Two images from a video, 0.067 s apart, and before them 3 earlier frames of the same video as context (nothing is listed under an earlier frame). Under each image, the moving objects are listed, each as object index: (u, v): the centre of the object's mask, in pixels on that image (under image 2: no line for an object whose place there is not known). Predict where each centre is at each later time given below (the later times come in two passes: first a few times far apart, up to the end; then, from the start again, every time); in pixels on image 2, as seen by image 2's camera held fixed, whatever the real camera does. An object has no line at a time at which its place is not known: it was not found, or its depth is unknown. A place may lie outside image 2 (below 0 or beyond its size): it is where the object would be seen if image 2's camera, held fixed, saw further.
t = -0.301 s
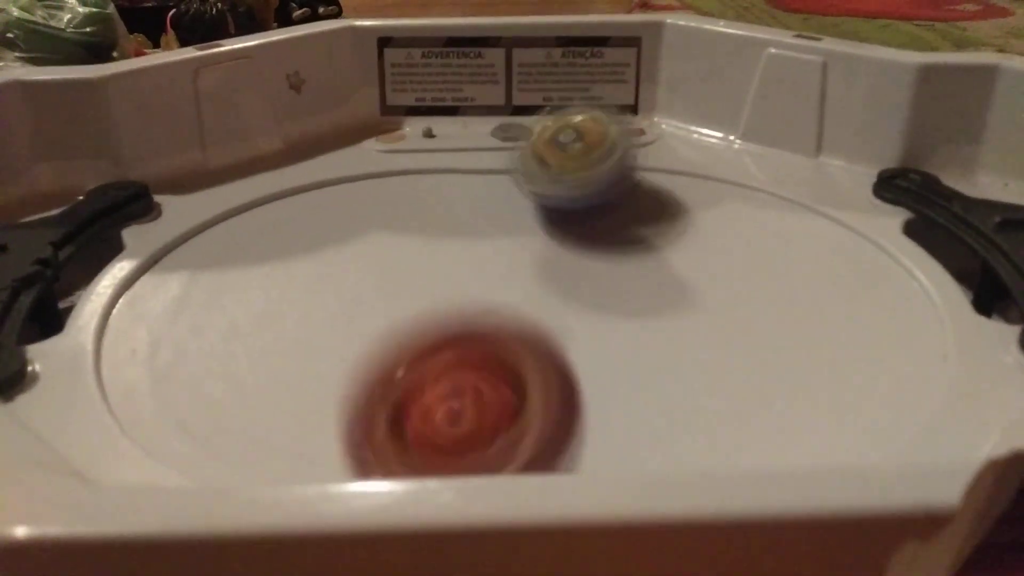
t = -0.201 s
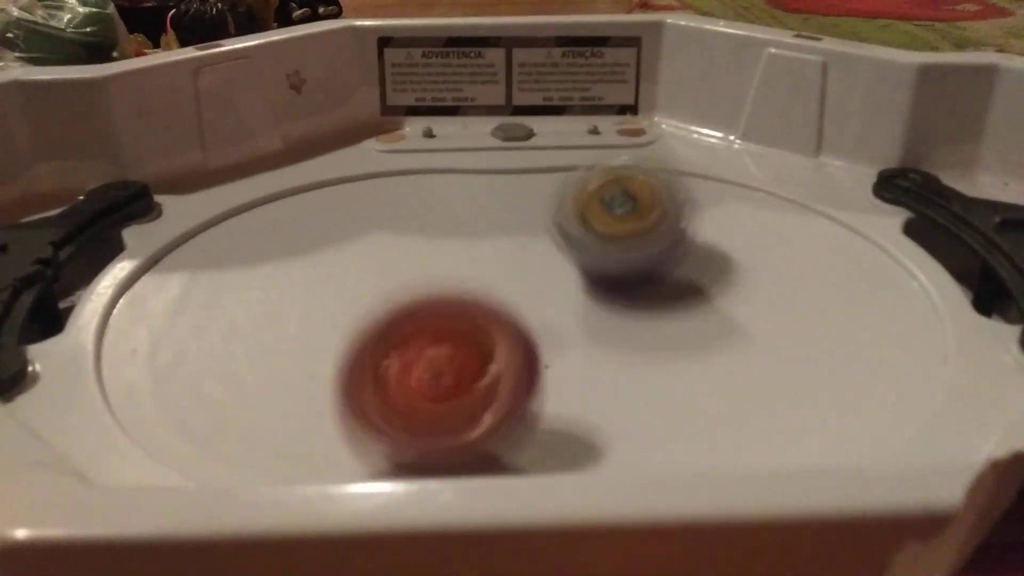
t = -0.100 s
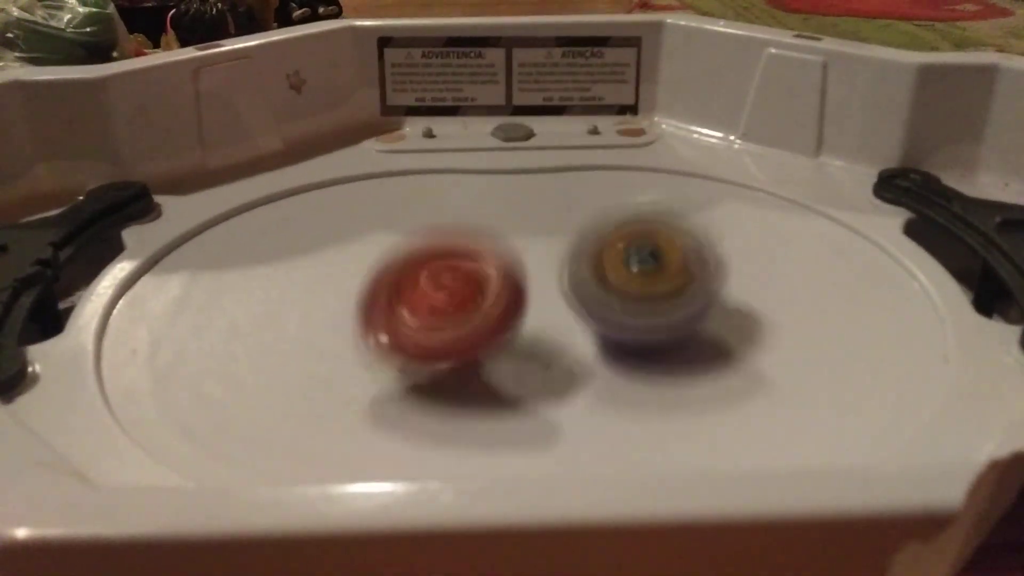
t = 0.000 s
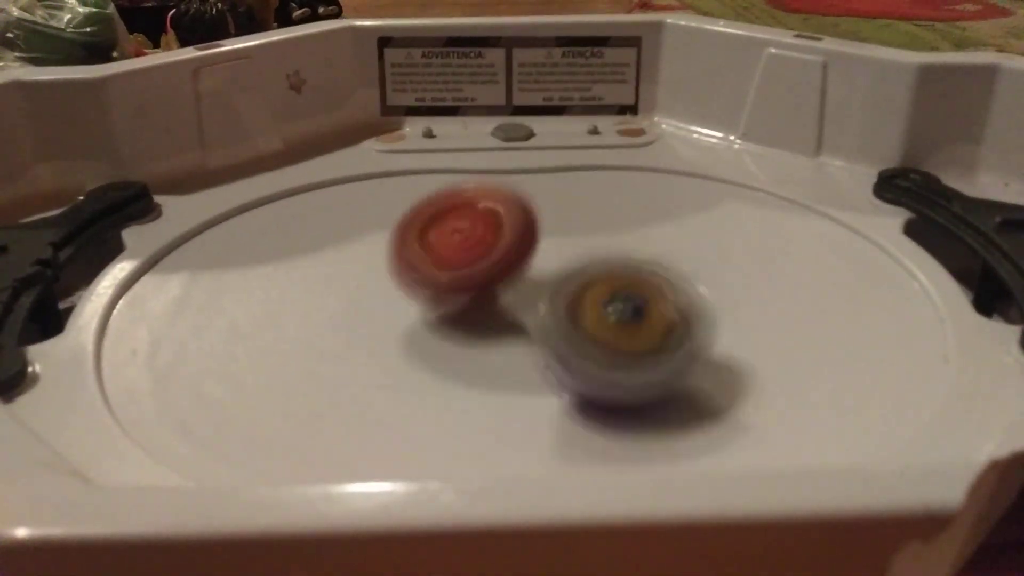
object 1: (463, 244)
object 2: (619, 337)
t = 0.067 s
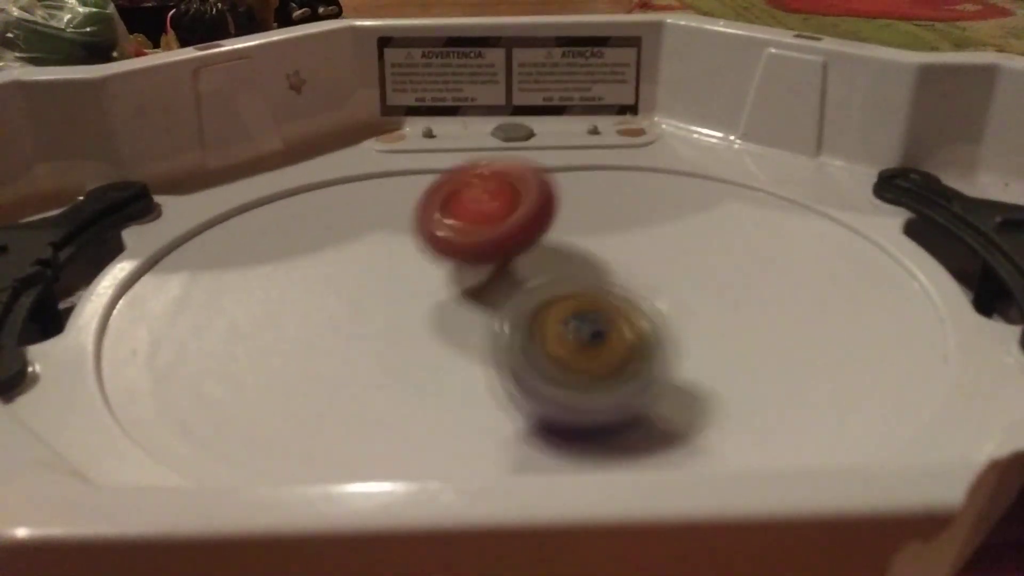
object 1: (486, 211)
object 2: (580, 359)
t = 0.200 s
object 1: (542, 208)
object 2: (461, 370)
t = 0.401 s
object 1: (723, 276)
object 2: (286, 356)
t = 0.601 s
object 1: (926, 276)
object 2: (171, 322)
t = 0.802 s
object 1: (825, 286)
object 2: (310, 282)
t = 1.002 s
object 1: (736, 335)
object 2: (539, 295)
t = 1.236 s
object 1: (818, 385)
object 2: (728, 273)
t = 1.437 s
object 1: (697, 400)
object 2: (812, 249)
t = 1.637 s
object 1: (529, 365)
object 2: (763, 207)
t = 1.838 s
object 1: (392, 284)
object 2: (676, 188)
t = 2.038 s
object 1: (315, 219)
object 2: (573, 197)
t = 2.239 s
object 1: (285, 181)
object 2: (478, 231)
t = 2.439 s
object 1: (313, 160)
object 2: (354, 263)
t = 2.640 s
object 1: (420, 160)
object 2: (259, 276)
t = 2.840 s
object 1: (541, 188)
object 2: (305, 295)
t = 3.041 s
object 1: (695, 237)
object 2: (440, 333)
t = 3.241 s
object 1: (792, 271)
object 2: (573, 357)
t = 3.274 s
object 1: (802, 277)
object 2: (592, 356)
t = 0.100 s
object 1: (498, 203)
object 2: (552, 365)
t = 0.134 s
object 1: (512, 198)
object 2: (525, 368)
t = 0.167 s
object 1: (527, 201)
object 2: (493, 371)
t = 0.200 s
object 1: (542, 208)
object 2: (461, 370)
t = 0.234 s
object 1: (561, 221)
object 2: (429, 370)
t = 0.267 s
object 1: (586, 235)
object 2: (396, 368)
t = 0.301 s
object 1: (620, 249)
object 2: (368, 364)
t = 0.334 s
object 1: (654, 262)
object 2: (341, 362)
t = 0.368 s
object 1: (686, 270)
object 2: (314, 358)
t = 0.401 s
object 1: (723, 276)
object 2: (286, 356)
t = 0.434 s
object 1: (761, 283)
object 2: (264, 354)
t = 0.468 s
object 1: (802, 287)
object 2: (238, 352)
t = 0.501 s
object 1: (842, 285)
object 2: (213, 347)
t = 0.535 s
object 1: (891, 287)
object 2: (193, 341)
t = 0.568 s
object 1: (928, 284)
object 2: (177, 331)
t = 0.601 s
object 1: (926, 276)
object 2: (171, 322)
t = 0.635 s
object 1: (908, 276)
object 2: (177, 313)
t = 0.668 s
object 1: (890, 276)
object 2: (190, 304)
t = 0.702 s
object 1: (871, 276)
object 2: (212, 295)
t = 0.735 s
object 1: (851, 278)
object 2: (241, 287)
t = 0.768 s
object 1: (836, 280)
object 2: (270, 285)
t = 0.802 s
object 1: (825, 286)
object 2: (310, 282)
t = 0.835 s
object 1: (814, 293)
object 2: (350, 285)
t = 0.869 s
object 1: (801, 302)
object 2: (389, 290)
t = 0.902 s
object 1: (787, 309)
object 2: (436, 300)
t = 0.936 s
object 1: (771, 318)
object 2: (477, 303)
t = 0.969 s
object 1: (755, 326)
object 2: (505, 285)
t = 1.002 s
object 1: (736, 335)
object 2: (539, 295)
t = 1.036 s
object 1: (719, 345)
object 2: (573, 306)
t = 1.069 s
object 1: (726, 359)
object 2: (596, 295)
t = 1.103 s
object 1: (737, 372)
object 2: (618, 289)
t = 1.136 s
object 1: (754, 381)
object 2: (645, 284)
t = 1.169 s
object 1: (780, 387)
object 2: (674, 281)
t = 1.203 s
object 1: (807, 389)
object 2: (702, 278)
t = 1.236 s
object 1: (818, 385)
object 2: (728, 273)
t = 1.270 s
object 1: (821, 380)
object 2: (754, 269)
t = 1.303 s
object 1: (816, 373)
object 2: (777, 268)
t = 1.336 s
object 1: (803, 364)
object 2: (798, 266)
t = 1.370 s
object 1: (766, 371)
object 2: (814, 267)
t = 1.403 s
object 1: (735, 386)
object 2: (816, 261)
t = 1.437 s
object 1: (697, 400)
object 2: (812, 249)
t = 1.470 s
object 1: (666, 403)
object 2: (807, 238)
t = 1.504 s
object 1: (636, 400)
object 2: (801, 229)
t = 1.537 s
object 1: (605, 398)
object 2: (794, 222)
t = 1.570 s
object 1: (578, 389)
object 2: (785, 217)
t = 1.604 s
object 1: (552, 374)
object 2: (775, 212)
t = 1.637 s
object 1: (529, 365)
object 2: (763, 207)
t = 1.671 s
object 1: (504, 351)
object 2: (751, 204)
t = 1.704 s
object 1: (480, 336)
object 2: (738, 199)
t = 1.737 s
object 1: (457, 324)
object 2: (723, 197)
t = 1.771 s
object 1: (434, 311)
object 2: (707, 196)
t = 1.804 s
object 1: (414, 297)
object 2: (691, 196)
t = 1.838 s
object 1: (392, 284)
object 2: (676, 188)
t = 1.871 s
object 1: (377, 271)
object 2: (659, 197)
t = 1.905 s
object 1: (360, 257)
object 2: (642, 193)
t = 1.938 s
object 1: (346, 248)
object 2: (631, 209)
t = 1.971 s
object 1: (334, 235)
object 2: (609, 204)
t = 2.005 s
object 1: (324, 226)
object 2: (589, 196)
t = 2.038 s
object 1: (315, 219)
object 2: (573, 197)
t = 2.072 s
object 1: (306, 210)
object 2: (556, 199)
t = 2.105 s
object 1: (300, 204)
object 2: (541, 201)
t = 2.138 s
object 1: (296, 199)
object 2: (526, 205)
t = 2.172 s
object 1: (290, 190)
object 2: (511, 217)
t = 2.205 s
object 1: (286, 185)
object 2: (495, 217)
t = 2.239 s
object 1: (285, 181)
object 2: (478, 231)
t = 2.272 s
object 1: (284, 175)
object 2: (458, 240)
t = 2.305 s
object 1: (287, 171)
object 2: (439, 247)
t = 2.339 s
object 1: (289, 166)
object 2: (421, 254)
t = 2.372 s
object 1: (293, 164)
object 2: (391, 255)
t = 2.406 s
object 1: (301, 162)
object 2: (371, 259)
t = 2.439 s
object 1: (313, 160)
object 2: (354, 263)
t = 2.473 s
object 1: (328, 158)
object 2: (334, 271)
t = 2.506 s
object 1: (344, 157)
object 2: (314, 271)
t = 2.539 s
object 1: (361, 158)
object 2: (297, 272)
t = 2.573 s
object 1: (382, 159)
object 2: (278, 275)
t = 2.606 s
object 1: (401, 159)
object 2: (265, 275)
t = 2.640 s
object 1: (420, 160)
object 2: (259, 276)
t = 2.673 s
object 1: (439, 163)
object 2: (254, 278)
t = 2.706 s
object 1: (459, 163)
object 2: (256, 280)
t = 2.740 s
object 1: (479, 164)
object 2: (263, 282)
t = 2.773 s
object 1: (499, 170)
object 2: (269, 286)
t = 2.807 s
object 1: (518, 177)
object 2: (288, 290)
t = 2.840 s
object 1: (541, 188)
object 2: (305, 295)
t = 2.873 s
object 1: (564, 197)
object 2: (325, 301)
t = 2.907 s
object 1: (591, 208)
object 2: (346, 305)
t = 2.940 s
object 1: (619, 216)
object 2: (364, 314)
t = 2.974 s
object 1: (645, 223)
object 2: (390, 319)
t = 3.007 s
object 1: (670, 231)
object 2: (413, 324)
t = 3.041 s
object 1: (695, 237)
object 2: (440, 333)
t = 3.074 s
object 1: (718, 244)
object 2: (463, 333)
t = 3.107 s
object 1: (738, 250)
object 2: (484, 343)
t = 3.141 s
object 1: (755, 254)
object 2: (509, 352)
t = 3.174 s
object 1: (769, 259)
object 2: (535, 364)
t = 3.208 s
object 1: (782, 265)
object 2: (549, 354)
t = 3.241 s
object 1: (792, 271)
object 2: (573, 357)
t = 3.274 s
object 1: (802, 277)
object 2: (592, 356)
